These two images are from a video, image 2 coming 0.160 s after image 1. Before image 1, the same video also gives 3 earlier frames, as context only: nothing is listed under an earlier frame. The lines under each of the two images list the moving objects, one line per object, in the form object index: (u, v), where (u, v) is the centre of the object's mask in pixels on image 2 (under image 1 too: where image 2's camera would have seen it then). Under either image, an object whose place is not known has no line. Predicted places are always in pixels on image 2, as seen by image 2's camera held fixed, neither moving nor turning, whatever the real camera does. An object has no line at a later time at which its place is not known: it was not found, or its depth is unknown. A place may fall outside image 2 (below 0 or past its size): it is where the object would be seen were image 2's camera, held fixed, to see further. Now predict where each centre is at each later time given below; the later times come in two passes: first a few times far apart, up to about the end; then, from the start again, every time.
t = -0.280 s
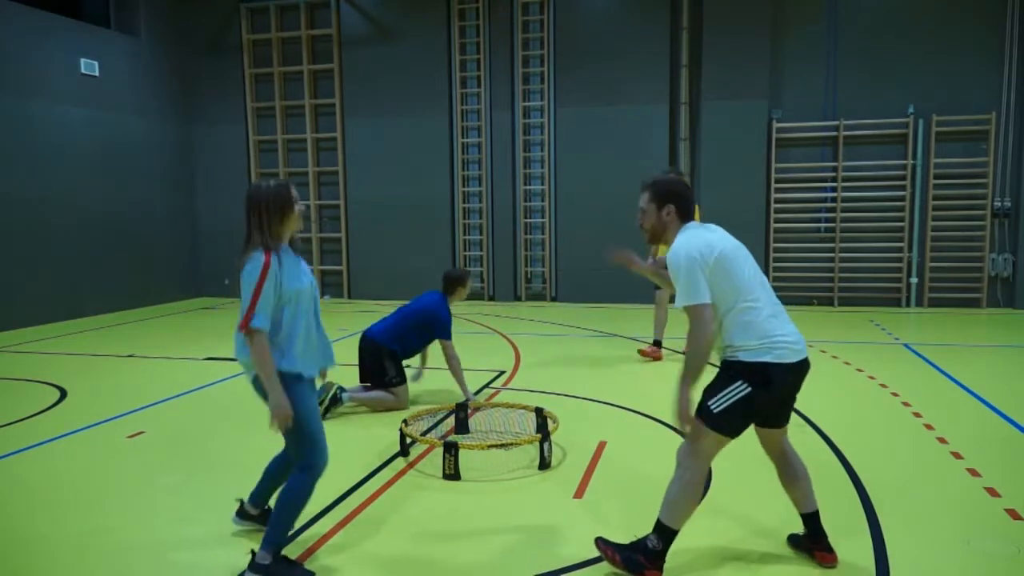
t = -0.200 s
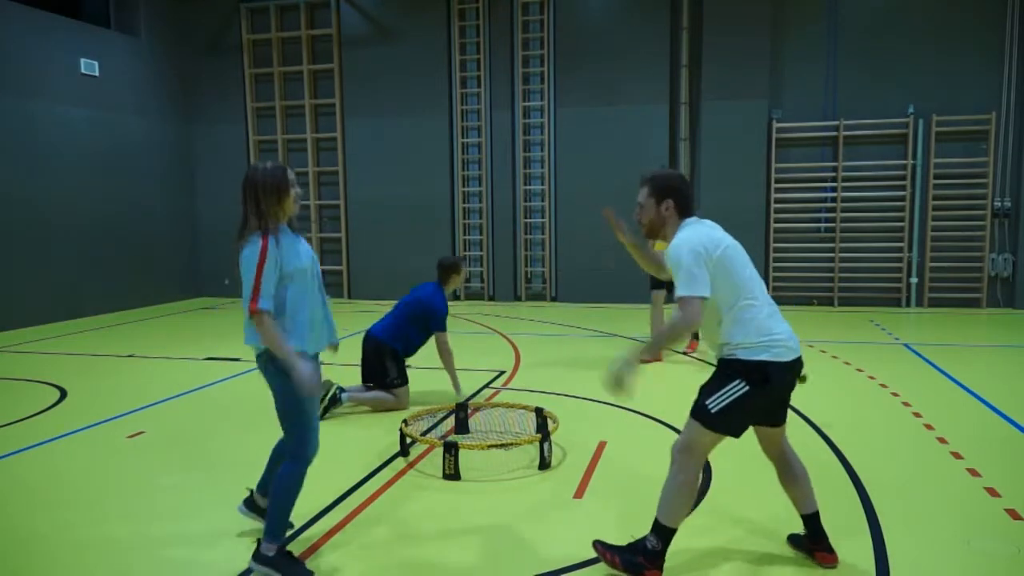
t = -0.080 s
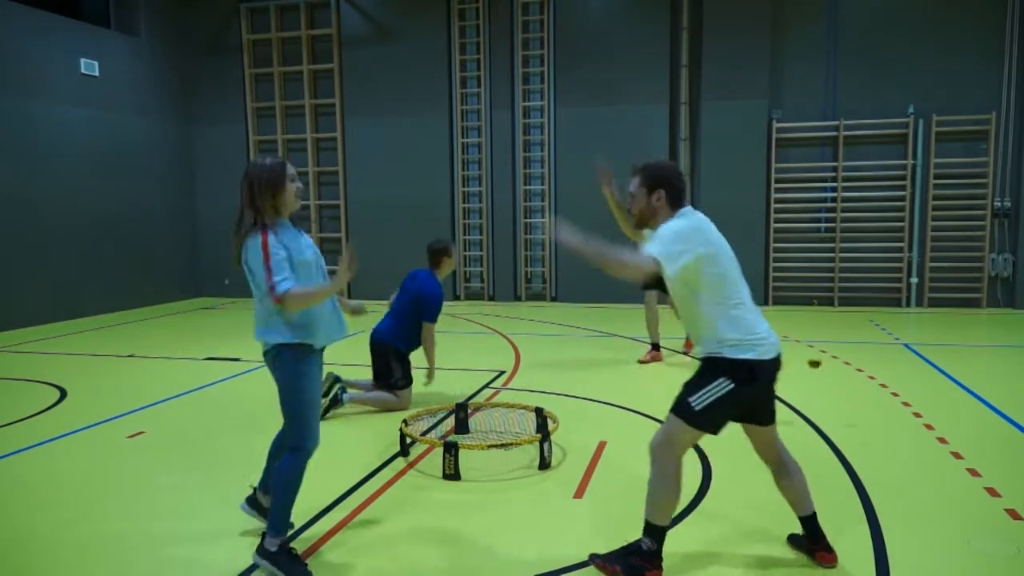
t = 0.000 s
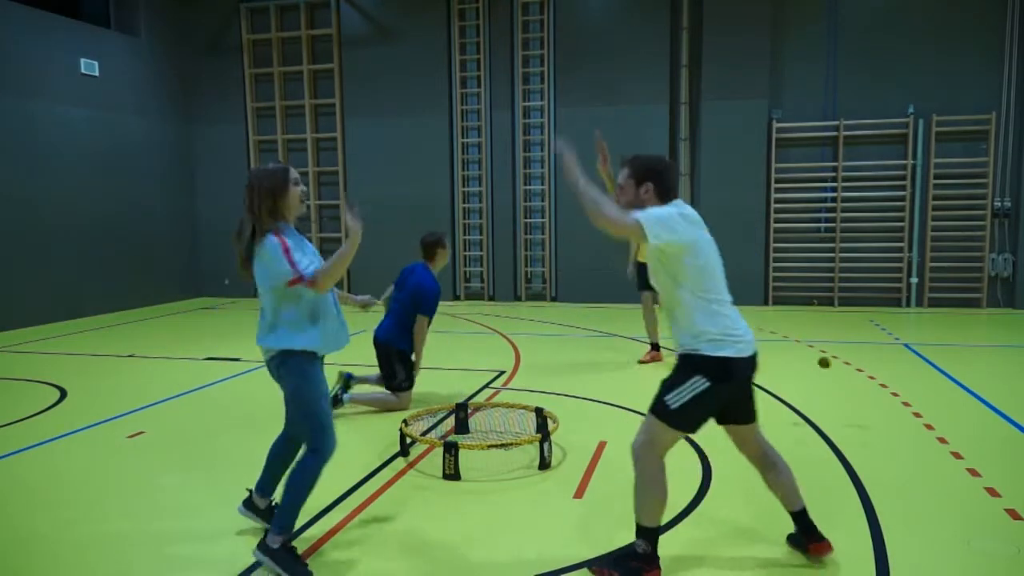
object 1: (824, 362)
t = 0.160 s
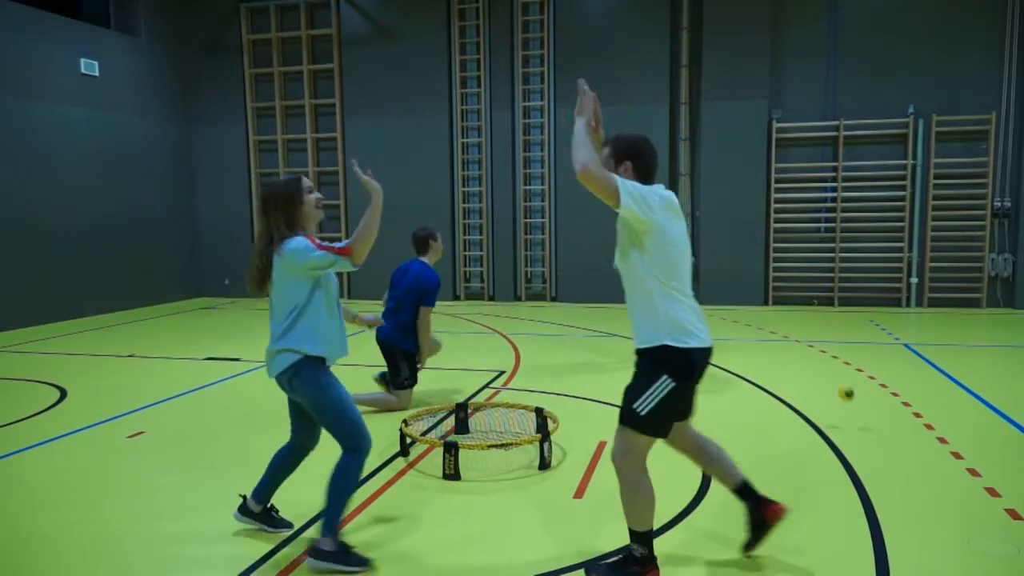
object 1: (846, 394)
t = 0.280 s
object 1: (860, 417)
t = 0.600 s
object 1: (906, 398)
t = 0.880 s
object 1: (945, 402)
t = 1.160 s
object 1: (983, 427)
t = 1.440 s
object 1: (1018, 437)
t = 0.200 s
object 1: (851, 408)
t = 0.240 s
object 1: (854, 425)
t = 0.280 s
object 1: (860, 417)
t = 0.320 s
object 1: (865, 405)
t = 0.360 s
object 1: (871, 397)
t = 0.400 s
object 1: (878, 390)
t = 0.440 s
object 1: (883, 386)
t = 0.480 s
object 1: (889, 385)
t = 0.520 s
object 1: (896, 387)
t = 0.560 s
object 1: (901, 391)
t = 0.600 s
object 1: (906, 398)
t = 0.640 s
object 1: (911, 406)
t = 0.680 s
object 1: (916, 416)
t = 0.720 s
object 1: (921, 431)
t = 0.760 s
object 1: (927, 422)
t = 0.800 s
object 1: (932, 412)
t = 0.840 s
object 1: (939, 406)
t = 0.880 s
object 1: (945, 402)
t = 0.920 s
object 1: (952, 401)
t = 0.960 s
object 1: (957, 404)
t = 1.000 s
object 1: (962, 409)
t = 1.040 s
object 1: (967, 415)
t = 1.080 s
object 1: (972, 425)
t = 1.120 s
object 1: (978, 434)
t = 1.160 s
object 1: (983, 427)
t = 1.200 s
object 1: (989, 420)
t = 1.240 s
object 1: (994, 415)
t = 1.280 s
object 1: (1000, 414)
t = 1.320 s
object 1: (1006, 416)
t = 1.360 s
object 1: (1012, 420)
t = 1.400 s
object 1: (1016, 427)
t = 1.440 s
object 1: (1018, 437)
